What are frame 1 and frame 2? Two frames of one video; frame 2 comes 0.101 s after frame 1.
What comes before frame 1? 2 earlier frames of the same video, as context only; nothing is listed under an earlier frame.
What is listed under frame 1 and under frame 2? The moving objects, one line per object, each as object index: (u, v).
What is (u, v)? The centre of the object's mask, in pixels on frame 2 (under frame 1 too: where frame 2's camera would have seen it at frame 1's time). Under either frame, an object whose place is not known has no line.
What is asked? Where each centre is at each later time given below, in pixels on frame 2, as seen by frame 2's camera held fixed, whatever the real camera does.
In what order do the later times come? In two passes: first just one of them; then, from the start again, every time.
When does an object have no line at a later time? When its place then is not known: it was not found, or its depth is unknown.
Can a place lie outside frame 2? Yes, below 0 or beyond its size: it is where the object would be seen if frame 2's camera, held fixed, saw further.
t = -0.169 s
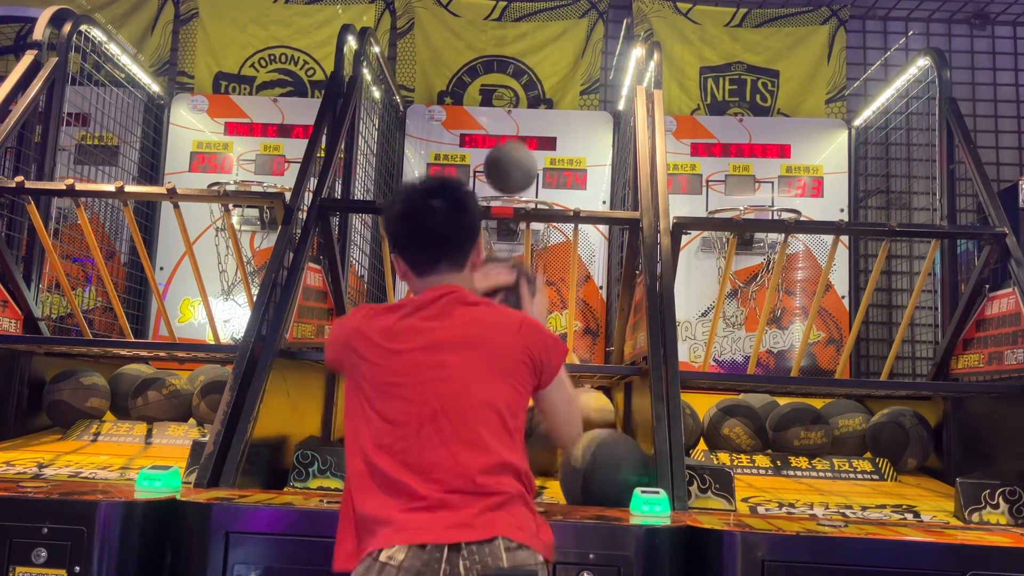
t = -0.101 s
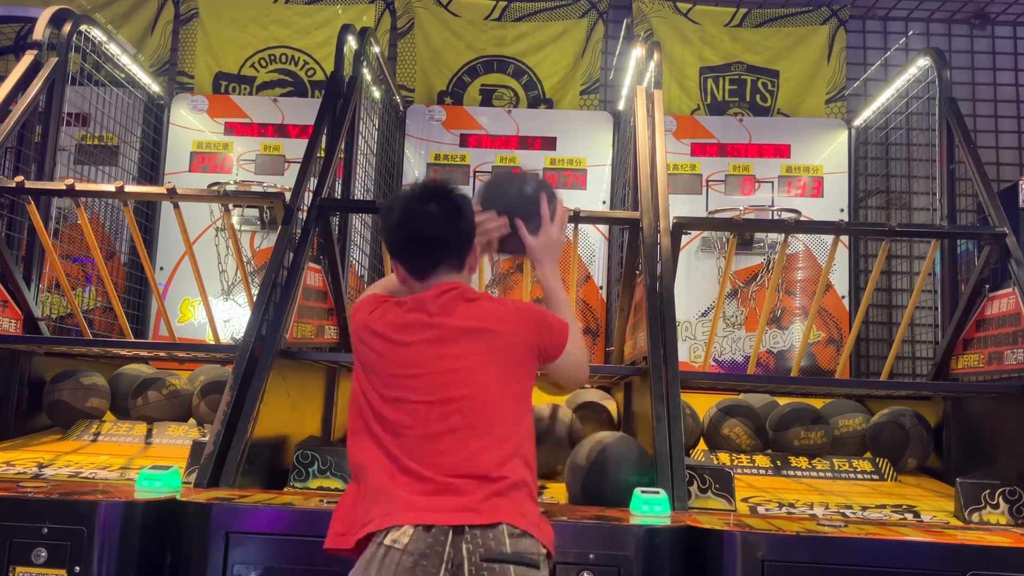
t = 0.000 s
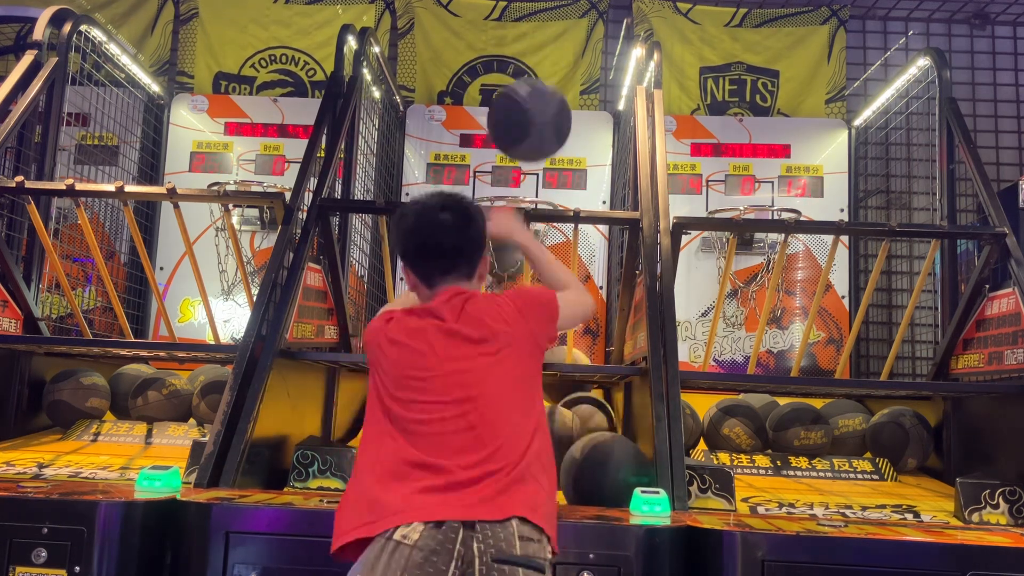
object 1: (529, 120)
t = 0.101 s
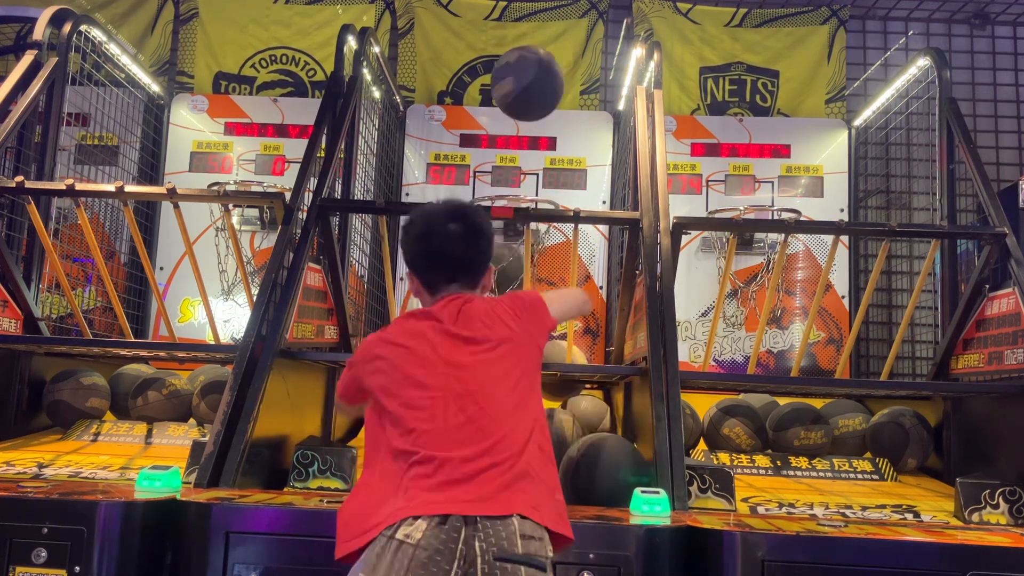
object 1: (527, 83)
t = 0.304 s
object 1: (523, 108)
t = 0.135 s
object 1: (526, 80)
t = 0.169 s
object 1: (526, 80)
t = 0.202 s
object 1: (525, 83)
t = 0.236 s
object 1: (525, 88)
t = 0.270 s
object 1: (524, 97)
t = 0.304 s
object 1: (523, 108)
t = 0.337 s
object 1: (522, 122)
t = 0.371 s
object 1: (520, 137)
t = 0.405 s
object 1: (520, 155)
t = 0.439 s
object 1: (518, 173)
